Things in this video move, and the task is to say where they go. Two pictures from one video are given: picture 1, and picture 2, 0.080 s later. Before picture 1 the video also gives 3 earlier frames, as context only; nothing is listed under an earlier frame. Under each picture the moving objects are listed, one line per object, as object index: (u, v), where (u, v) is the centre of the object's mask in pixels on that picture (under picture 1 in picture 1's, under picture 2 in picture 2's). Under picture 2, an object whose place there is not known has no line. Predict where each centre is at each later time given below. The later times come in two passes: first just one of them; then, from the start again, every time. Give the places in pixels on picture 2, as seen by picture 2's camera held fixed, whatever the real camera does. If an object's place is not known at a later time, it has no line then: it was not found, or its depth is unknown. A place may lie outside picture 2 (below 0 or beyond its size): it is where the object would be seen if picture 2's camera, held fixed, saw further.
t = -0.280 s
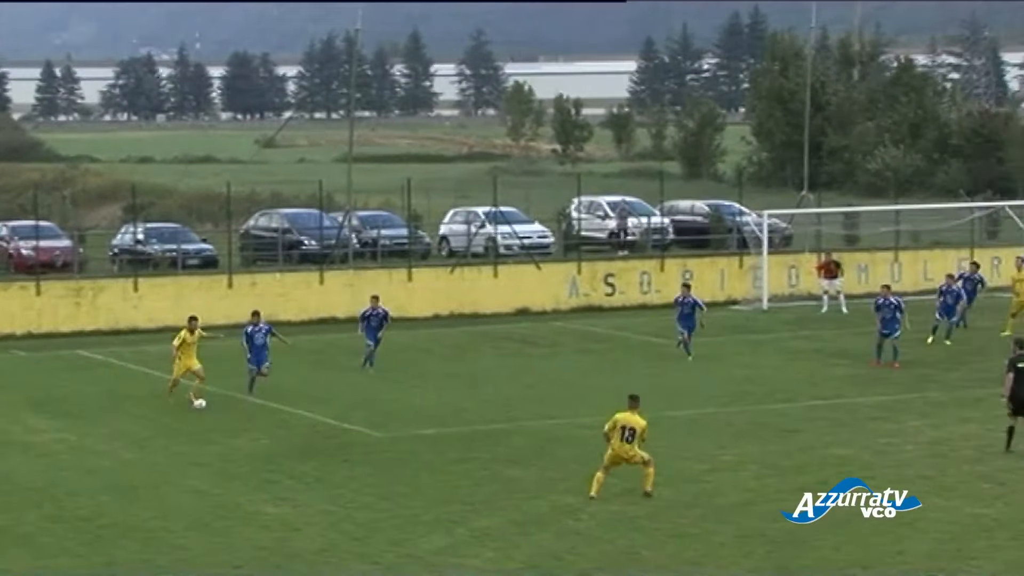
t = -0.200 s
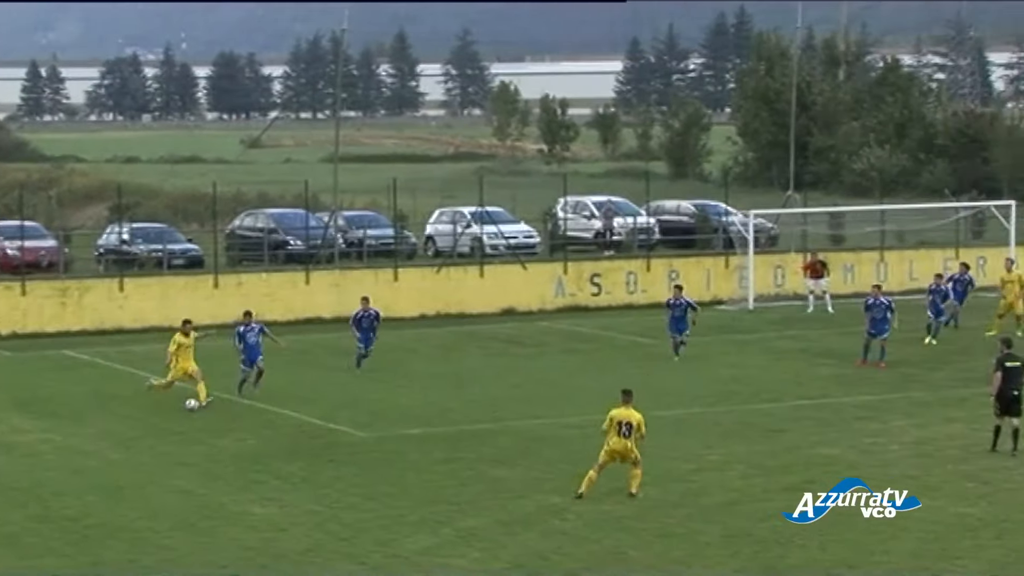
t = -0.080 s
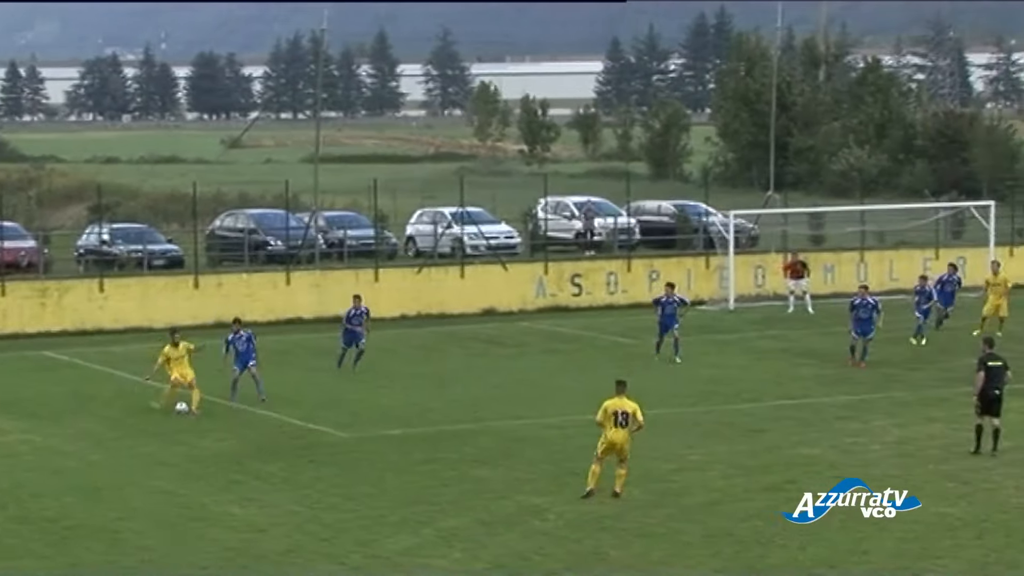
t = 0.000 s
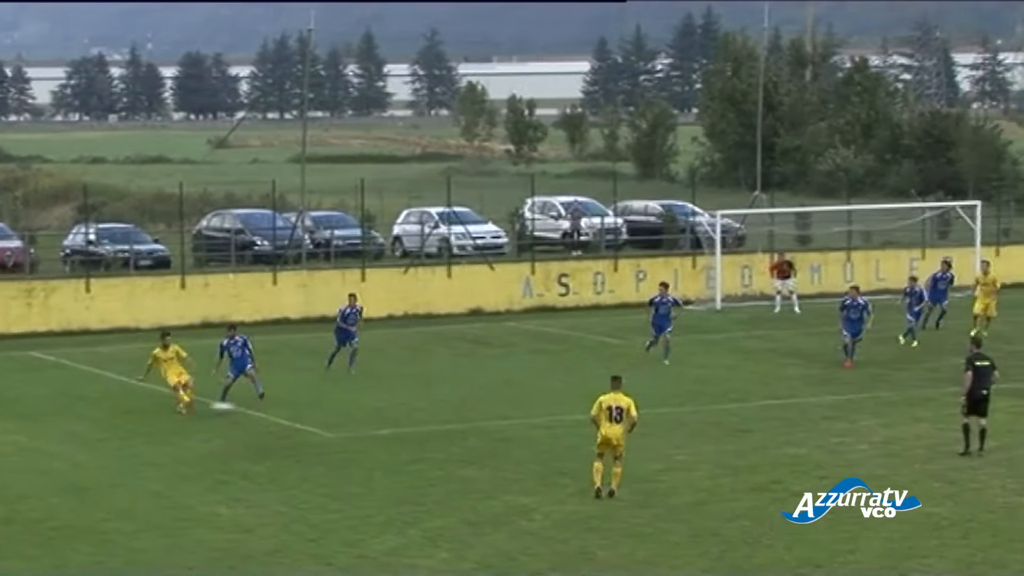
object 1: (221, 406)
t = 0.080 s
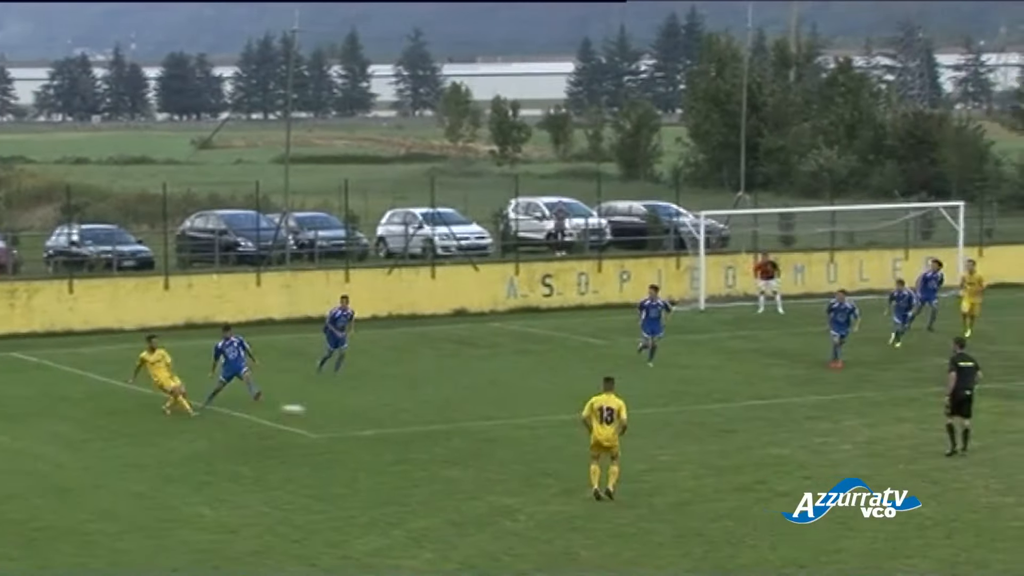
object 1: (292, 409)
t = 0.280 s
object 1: (503, 419)
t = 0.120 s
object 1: (334, 411)
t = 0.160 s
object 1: (379, 415)
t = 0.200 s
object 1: (423, 419)
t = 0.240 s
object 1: (464, 419)
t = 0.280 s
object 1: (503, 419)
